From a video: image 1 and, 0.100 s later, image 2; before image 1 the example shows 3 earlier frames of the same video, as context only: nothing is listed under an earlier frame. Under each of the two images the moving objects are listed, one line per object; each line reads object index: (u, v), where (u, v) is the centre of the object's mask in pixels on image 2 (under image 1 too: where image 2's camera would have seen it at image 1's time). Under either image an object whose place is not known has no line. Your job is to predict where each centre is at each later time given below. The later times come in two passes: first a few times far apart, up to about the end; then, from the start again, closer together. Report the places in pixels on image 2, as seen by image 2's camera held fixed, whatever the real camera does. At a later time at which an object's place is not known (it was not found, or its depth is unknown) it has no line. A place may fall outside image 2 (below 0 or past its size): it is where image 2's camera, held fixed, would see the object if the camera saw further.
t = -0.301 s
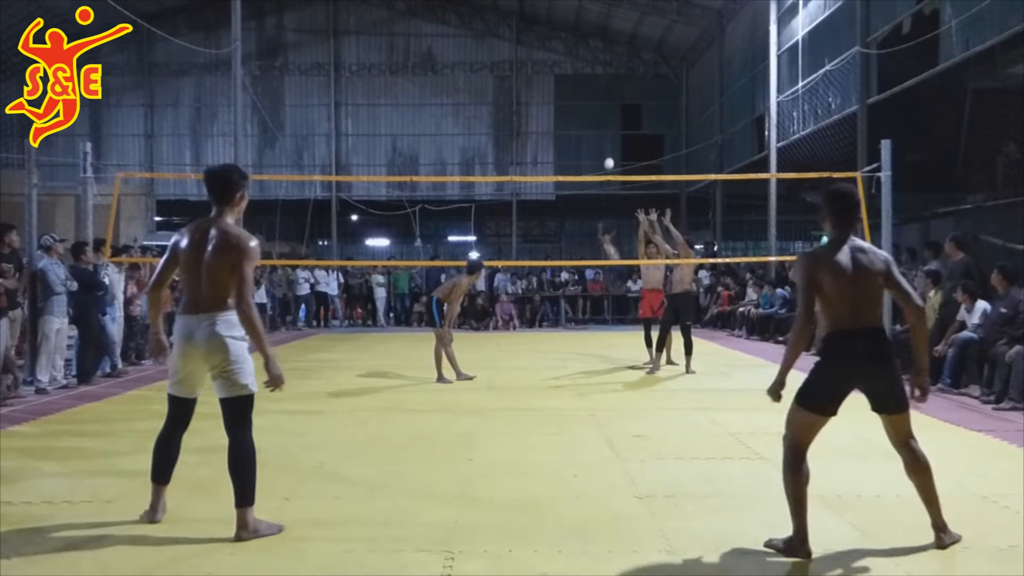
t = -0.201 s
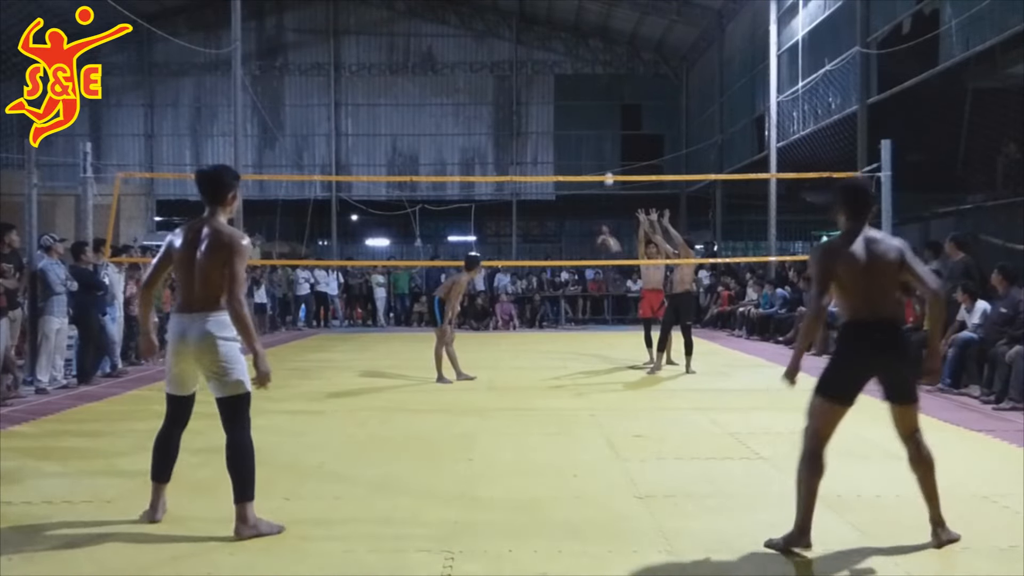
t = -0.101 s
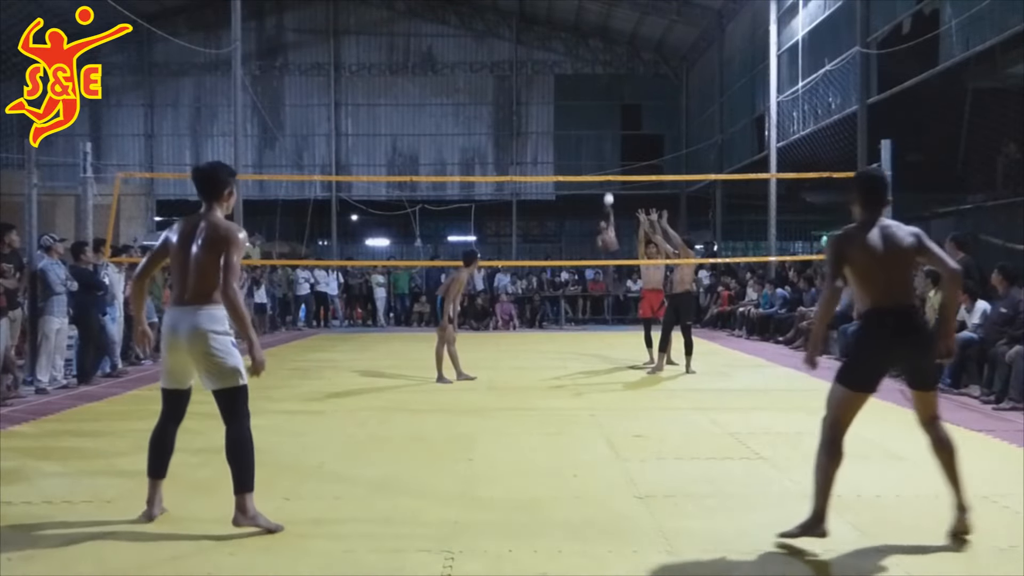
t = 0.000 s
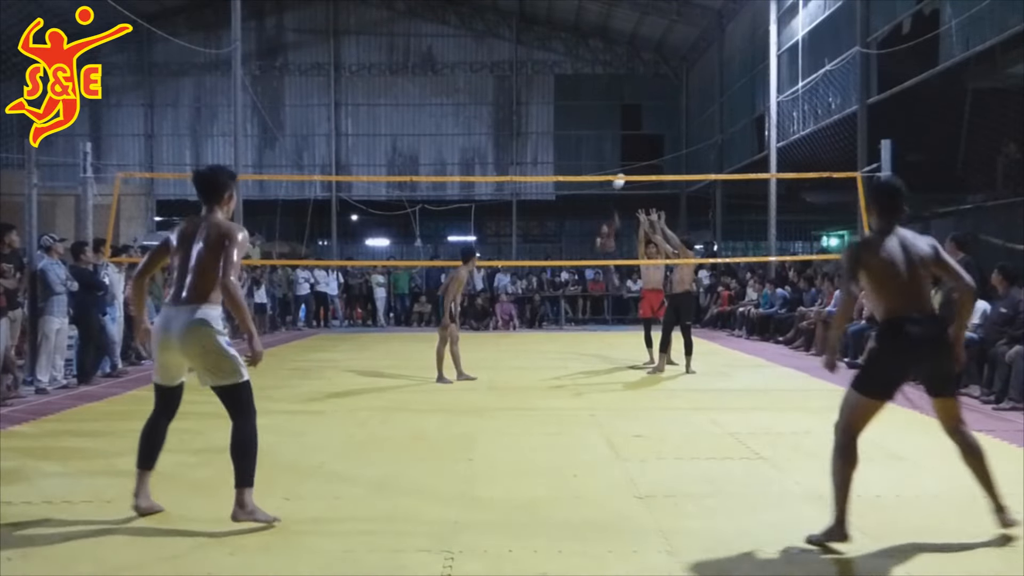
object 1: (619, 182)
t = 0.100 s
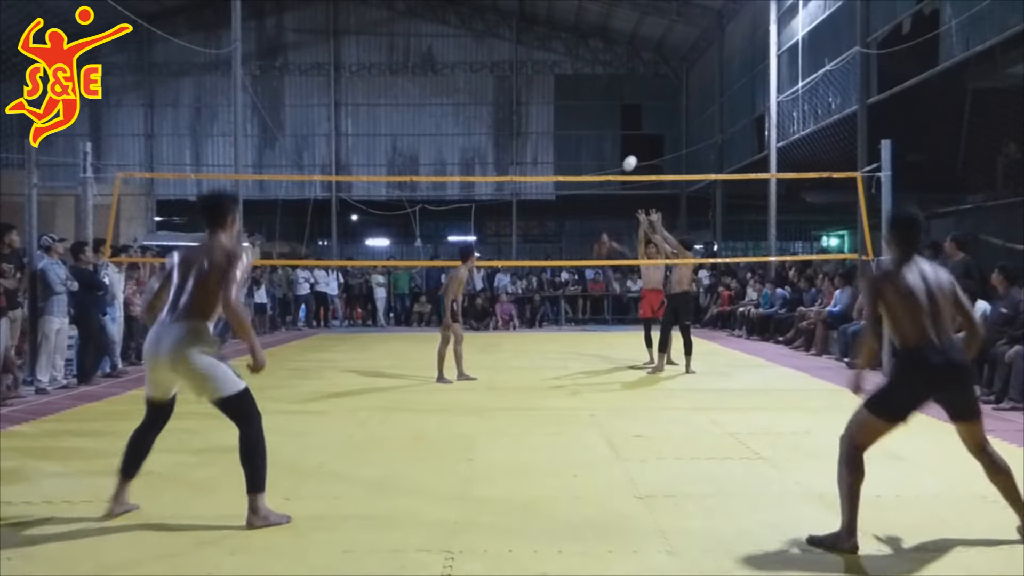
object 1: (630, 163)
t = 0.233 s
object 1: (643, 150)
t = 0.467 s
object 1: (681, 186)
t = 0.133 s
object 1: (633, 159)
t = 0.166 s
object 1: (636, 155)
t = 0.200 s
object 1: (640, 152)
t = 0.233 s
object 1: (643, 150)
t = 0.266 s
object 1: (647, 149)
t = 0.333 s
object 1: (657, 152)
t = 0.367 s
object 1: (662, 156)
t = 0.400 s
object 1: (667, 162)
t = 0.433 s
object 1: (674, 173)
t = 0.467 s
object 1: (681, 186)
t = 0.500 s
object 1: (688, 204)
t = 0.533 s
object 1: (697, 228)
